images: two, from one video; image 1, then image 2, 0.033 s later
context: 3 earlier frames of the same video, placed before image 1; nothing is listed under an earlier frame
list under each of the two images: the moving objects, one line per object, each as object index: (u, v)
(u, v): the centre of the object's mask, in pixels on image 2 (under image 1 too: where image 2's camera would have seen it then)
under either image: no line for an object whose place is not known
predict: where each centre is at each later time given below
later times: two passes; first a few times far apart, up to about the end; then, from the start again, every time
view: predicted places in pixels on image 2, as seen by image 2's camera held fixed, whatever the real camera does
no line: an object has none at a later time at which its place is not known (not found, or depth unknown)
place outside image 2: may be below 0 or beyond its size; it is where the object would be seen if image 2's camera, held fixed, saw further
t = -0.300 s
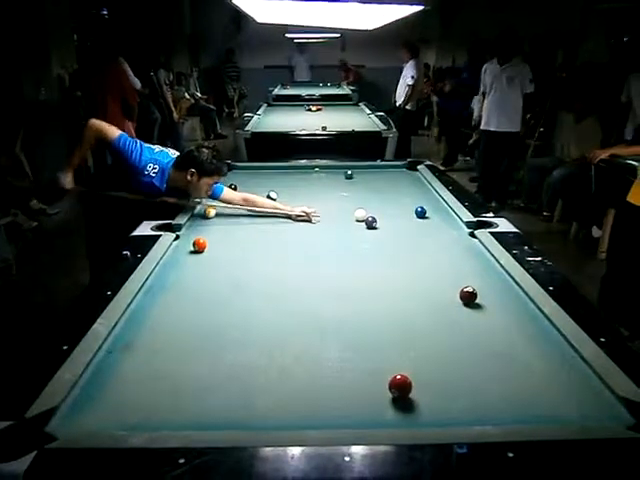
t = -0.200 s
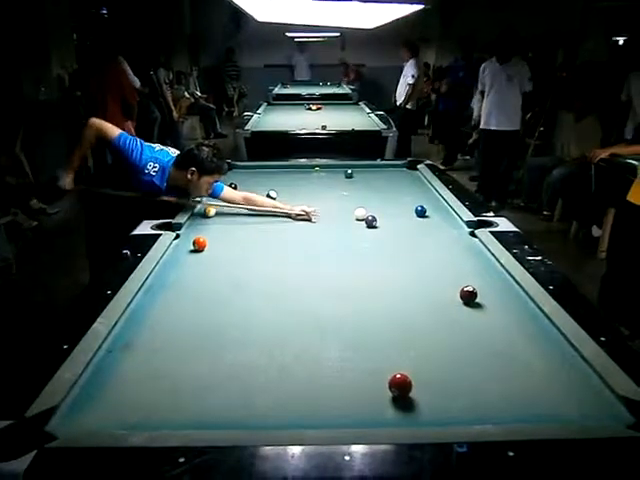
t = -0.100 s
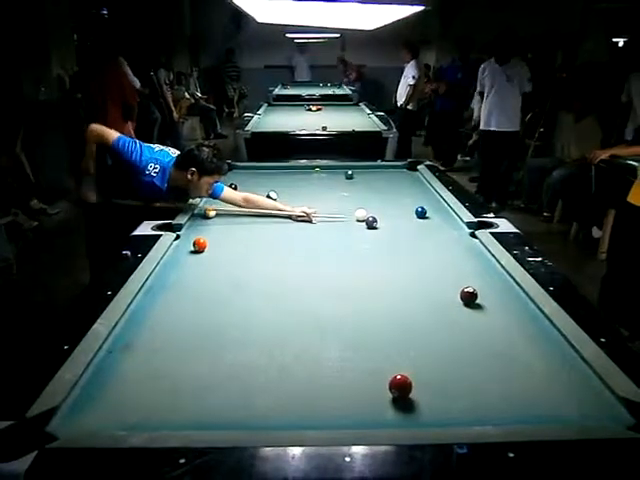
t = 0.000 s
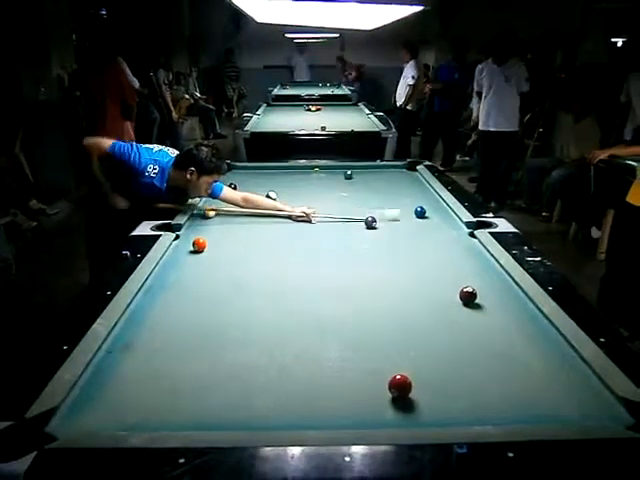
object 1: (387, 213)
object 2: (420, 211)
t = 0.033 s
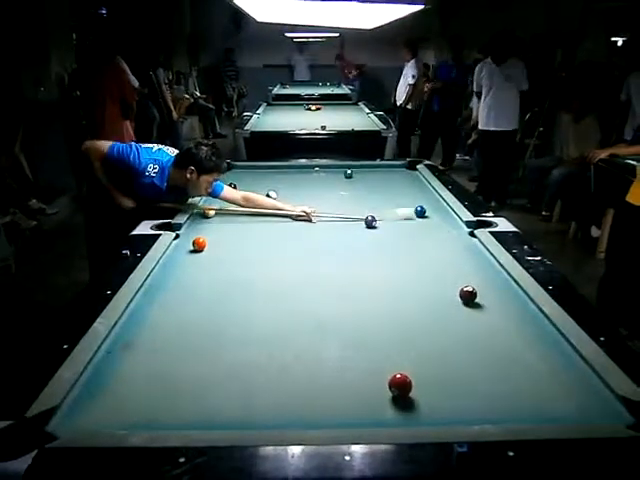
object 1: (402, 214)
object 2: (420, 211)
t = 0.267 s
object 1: (429, 221)
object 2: (432, 206)
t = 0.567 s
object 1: (451, 230)
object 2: (393, 200)
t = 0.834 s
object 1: (471, 240)
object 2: (362, 197)
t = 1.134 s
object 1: (474, 250)
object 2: (330, 192)
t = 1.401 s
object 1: (474, 261)
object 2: (304, 190)
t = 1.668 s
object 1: (474, 270)
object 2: (281, 187)
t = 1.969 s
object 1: (474, 281)
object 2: (259, 184)
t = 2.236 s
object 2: (239, 182)
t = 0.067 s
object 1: (413, 214)
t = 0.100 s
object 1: (416, 214)
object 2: (433, 210)
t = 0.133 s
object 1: (420, 216)
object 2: (437, 207)
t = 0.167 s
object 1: (422, 217)
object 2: (441, 206)
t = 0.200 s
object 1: (425, 218)
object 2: (441, 206)
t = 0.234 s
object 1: (426, 219)
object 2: (438, 205)
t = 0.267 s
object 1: (429, 221)
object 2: (432, 206)
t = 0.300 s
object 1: (431, 222)
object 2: (428, 205)
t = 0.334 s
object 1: (435, 222)
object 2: (423, 204)
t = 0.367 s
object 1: (437, 224)
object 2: (418, 203)
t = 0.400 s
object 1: (439, 225)
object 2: (414, 203)
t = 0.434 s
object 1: (441, 226)
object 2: (410, 202)
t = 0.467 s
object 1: (443, 227)
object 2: (405, 201)
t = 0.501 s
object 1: (445, 228)
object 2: (401, 201)
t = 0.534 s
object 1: (448, 229)
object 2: (397, 200)
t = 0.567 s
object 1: (451, 230)
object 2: (393, 200)
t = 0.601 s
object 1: (454, 232)
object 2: (390, 199)
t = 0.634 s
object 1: (456, 233)
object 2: (385, 199)
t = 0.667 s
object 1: (458, 234)
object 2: (381, 199)
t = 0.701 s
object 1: (460, 235)
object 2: (377, 199)
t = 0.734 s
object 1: (463, 236)
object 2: (373, 198)
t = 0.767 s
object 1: (465, 238)
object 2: (369, 198)
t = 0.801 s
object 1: (469, 239)
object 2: (365, 197)
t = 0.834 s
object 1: (471, 240)
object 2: (362, 197)
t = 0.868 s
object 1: (473, 241)
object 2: (358, 196)
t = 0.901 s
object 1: (473, 242)
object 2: (354, 195)
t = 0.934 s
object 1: (474, 243)
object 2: (350, 192)
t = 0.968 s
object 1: (474, 245)
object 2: (346, 195)
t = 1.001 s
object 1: (474, 246)
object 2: (343, 195)
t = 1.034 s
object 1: (474, 247)
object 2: (340, 194)
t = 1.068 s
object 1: (475, 248)
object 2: (336, 193)
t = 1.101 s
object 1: (475, 249)
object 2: (333, 193)
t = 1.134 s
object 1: (474, 250)
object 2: (330, 192)
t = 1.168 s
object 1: (474, 252)
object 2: (326, 192)
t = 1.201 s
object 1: (475, 253)
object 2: (323, 192)
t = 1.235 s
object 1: (475, 254)
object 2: (320, 191)
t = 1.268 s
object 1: (475, 255)
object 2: (317, 191)
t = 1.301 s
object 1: (475, 256)
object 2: (313, 190)
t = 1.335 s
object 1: (474, 258)
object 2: (310, 190)
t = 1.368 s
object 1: (474, 260)
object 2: (307, 190)
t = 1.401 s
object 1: (474, 261)
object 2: (304, 190)
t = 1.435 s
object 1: (474, 262)
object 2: (301, 189)
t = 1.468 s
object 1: (474, 263)
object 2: (298, 189)
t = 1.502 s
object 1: (474, 264)
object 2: (295, 188)
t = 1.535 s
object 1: (474, 266)
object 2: (292, 188)
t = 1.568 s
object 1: (474, 267)
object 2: (290, 188)
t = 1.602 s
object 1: (474, 268)
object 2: (287, 188)
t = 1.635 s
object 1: (474, 269)
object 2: (283, 187)
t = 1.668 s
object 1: (474, 270)
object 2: (281, 187)
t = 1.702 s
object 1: (474, 272)
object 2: (278, 186)
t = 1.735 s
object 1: (474, 273)
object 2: (276, 186)
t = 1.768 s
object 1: (475, 274)
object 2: (273, 185)
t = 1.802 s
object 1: (475, 275)
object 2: (270, 185)
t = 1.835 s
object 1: (474, 277)
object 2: (268, 185)
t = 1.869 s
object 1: (474, 277)
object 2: (265, 185)
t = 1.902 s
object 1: (474, 279)
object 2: (262, 185)
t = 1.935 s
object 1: (474, 280)
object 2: (261, 184)
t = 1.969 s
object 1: (474, 281)
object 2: (259, 184)
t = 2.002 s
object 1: (475, 282)
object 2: (255, 184)
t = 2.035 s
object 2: (253, 184)
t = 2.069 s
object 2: (251, 183)
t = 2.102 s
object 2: (248, 183)
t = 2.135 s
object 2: (245, 183)
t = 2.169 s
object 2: (243, 182)
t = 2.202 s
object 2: (241, 183)
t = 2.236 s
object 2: (239, 182)
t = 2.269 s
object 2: (236, 182)
